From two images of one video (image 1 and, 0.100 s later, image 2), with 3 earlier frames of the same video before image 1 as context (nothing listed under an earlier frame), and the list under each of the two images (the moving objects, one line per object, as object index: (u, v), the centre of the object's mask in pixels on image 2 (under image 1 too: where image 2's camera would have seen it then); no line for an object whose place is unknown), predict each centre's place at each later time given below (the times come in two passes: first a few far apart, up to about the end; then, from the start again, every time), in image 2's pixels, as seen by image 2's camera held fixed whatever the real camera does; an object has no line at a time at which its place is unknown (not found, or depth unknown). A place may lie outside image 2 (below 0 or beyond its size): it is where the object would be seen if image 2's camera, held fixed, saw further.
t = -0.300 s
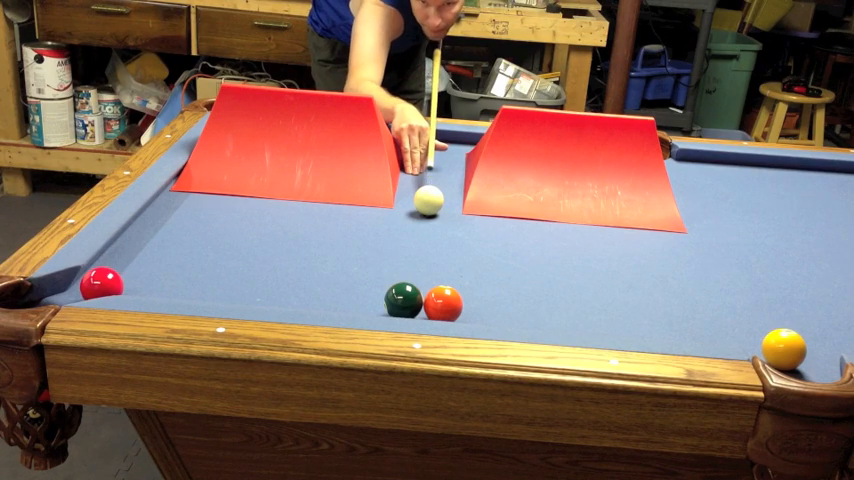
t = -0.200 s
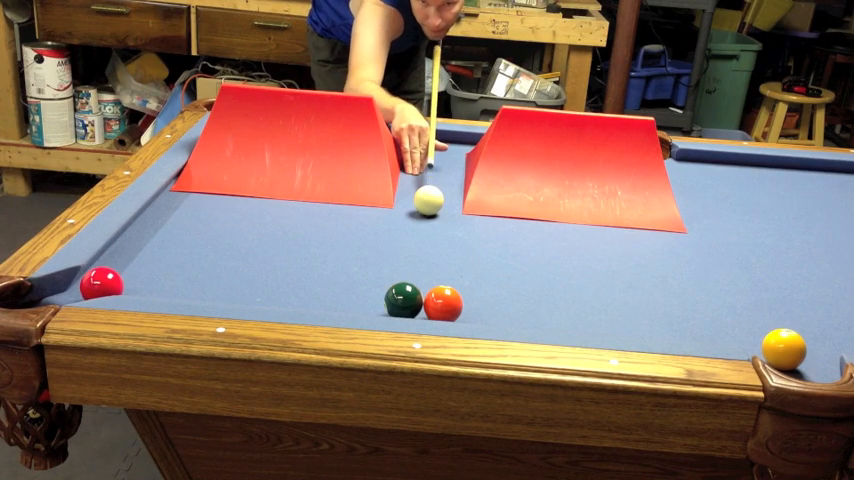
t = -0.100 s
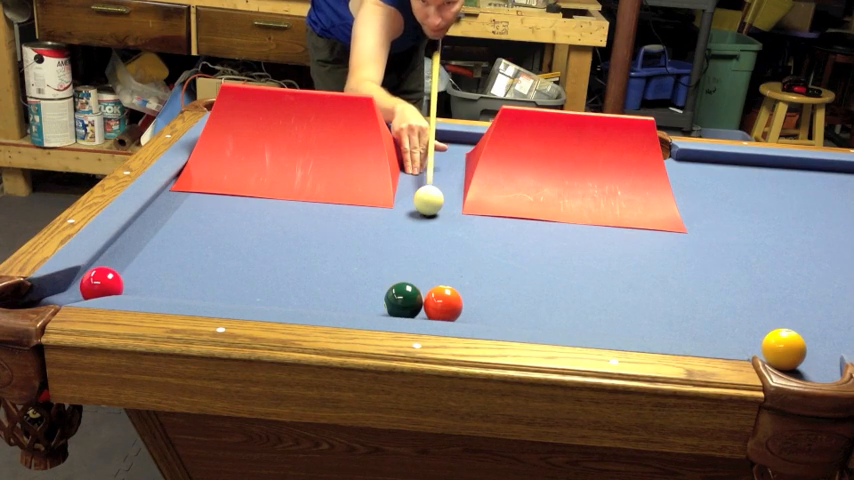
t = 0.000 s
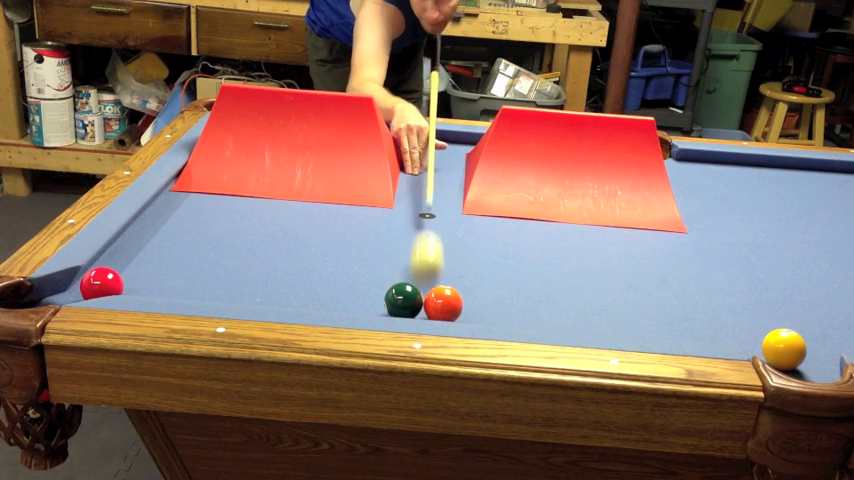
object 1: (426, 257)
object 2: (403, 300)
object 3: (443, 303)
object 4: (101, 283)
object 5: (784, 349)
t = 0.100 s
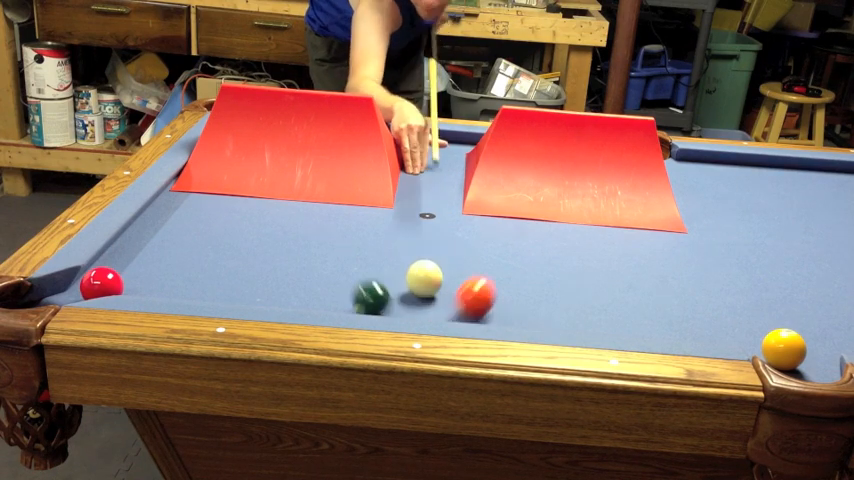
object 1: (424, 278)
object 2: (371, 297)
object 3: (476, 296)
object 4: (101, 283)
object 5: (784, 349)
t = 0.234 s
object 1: (422, 266)
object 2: (346, 264)
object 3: (508, 254)
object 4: (101, 283)
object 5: (784, 349)
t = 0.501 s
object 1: (419, 248)
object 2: (312, 214)
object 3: (546, 189)
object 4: (101, 283)
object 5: (784, 349)
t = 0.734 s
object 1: (417, 235)
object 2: (290, 177)
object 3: (568, 169)
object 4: (101, 283)
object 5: (784, 349)
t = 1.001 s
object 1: (415, 222)
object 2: (264, 168)
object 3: (603, 236)
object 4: (101, 283)
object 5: (784, 349)
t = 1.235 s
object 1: (416, 213)
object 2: (219, 196)
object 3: (655, 274)
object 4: (101, 283)
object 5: (784, 349)
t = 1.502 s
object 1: (416, 204)
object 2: (158, 221)
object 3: (728, 325)
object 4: (101, 283)
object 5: (784, 349)
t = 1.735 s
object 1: (417, 197)
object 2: (138, 247)
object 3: (758, 342)
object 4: (101, 283)
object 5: (810, 367)
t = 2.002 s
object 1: (420, 192)
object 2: (135, 275)
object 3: (796, 348)
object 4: (96, 285)
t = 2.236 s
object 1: (423, 188)
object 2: (155, 283)
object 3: (824, 350)
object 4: (66, 295)
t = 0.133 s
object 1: (423, 275)
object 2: (364, 290)
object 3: (485, 286)
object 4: (101, 283)
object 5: (784, 349)
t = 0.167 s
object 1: (423, 272)
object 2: (358, 280)
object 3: (493, 275)
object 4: (101, 283)
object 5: (784, 349)
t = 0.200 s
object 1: (422, 269)
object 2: (352, 271)
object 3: (501, 263)
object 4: (101, 283)
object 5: (784, 349)
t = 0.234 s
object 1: (422, 266)
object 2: (346, 264)
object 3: (508, 254)
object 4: (101, 283)
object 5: (784, 349)
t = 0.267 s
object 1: (421, 264)
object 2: (341, 256)
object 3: (514, 245)
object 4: (101, 283)
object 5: (784, 349)
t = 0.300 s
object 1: (421, 262)
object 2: (337, 249)
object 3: (519, 238)
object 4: (101, 283)
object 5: (784, 349)
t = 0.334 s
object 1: (420, 259)
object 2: (332, 243)
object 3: (525, 229)
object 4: (101, 283)
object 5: (784, 349)
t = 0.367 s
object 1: (420, 257)
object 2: (328, 237)
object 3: (529, 222)
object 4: (101, 283)
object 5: (784, 349)
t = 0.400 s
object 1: (420, 255)
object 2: (324, 230)
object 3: (533, 215)
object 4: (101, 283)
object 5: (783, 349)
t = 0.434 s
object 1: (419, 252)
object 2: (320, 225)
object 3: (538, 207)
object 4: (101, 283)
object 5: (784, 349)
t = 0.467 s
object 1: (419, 250)
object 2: (316, 219)
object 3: (542, 198)
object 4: (101, 283)
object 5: (784, 349)
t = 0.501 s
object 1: (419, 248)
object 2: (312, 214)
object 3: (546, 189)
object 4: (101, 283)
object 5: (784, 349)
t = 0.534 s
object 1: (418, 246)
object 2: (309, 209)
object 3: (549, 180)
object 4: (101, 283)
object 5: (784, 349)
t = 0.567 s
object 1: (418, 244)
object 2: (305, 203)
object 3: (553, 171)
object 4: (101, 283)
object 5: (784, 349)
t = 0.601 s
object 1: (418, 242)
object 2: (302, 199)
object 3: (556, 165)
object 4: (101, 283)
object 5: (784, 349)
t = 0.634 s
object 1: (418, 240)
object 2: (299, 194)
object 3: (560, 158)
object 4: (101, 283)
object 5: (784, 349)
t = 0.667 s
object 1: (417, 238)
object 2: (296, 188)
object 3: (563, 158)
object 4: (101, 283)
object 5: (784, 349)
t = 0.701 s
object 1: (417, 237)
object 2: (293, 183)
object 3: (566, 158)
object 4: (101, 283)
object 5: (784, 349)
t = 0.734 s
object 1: (417, 235)
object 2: (290, 177)
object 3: (568, 169)
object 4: (101, 283)
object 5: (784, 349)
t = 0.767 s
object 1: (417, 233)
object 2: (288, 170)
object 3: (570, 178)
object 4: (101, 283)
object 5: (784, 349)
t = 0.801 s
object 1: (416, 232)
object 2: (285, 164)
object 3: (573, 191)
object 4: (101, 283)
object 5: (784, 349)
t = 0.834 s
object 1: (416, 230)
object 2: (282, 160)
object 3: (576, 203)
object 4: (101, 283)
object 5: (784, 349)
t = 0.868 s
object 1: (416, 228)
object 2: (279, 158)
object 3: (580, 211)
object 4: (101, 283)
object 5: (784, 349)
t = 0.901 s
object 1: (416, 226)
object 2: (277, 157)
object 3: (585, 218)
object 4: (101, 283)
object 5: (784, 349)
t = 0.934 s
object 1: (415, 225)
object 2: (273, 159)
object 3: (590, 225)
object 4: (101, 283)
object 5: (784, 349)
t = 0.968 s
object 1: (415, 223)
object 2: (268, 162)
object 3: (596, 231)
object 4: (101, 283)
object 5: (784, 349)
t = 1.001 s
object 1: (415, 222)
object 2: (264, 168)
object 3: (603, 236)
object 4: (101, 283)
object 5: (784, 349)
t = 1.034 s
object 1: (415, 220)
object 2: (259, 173)
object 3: (609, 242)
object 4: (101, 283)
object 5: (784, 349)
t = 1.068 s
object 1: (415, 219)
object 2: (253, 179)
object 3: (616, 247)
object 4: (101, 283)
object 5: (784, 349)
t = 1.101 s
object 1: (415, 218)
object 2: (247, 184)
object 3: (623, 252)
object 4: (101, 283)
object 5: (784, 349)
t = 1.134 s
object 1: (415, 216)
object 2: (240, 187)
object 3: (631, 258)
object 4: (101, 283)
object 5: (784, 349)
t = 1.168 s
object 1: (415, 215)
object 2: (233, 191)
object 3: (639, 263)
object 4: (101, 283)
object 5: (784, 349)
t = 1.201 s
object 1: (415, 214)
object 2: (226, 193)
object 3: (647, 269)
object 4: (101, 283)
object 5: (784, 349)
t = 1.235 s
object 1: (416, 213)
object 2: (219, 196)
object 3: (655, 274)
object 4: (101, 283)
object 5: (784, 349)
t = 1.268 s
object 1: (416, 211)
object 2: (212, 199)
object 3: (663, 280)
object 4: (101, 283)
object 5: (784, 349)
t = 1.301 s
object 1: (416, 210)
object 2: (205, 202)
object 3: (672, 287)
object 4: (101, 283)
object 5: (784, 349)
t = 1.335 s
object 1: (416, 209)
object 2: (197, 205)
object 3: (681, 293)
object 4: (101, 283)
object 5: (784, 349)
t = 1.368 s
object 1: (416, 208)
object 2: (189, 208)
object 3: (689, 299)
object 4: (101, 283)
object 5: (784, 349)
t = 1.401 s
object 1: (416, 207)
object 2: (181, 211)
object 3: (699, 306)
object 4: (101, 283)
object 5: (784, 349)
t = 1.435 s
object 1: (416, 206)
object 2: (174, 215)
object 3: (708, 313)
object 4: (101, 283)
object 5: (784, 349)
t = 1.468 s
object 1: (416, 205)
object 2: (166, 218)
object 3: (717, 319)
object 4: (101, 283)
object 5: (784, 349)
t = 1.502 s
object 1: (416, 204)
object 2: (158, 221)
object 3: (728, 325)
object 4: (101, 283)
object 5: (784, 349)
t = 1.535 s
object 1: (416, 203)
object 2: (150, 225)
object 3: (739, 331)
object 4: (101, 283)
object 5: (784, 349)
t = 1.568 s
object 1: (417, 202)
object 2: (142, 229)
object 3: (742, 334)
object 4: (101, 283)
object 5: (791, 351)
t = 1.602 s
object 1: (416, 201)
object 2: (142, 233)
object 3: (742, 336)
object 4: (101, 283)
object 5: (803, 355)
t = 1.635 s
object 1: (417, 200)
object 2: (141, 235)
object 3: (744, 338)
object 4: (101, 283)
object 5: (813, 359)
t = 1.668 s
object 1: (417, 199)
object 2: (140, 240)
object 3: (749, 340)
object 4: (101, 283)
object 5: (818, 362)
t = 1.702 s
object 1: (417, 198)
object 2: (139, 243)
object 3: (753, 341)
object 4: (101, 283)
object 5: (814, 364)
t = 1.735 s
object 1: (417, 197)
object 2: (138, 247)
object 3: (758, 342)
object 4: (101, 283)
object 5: (810, 367)
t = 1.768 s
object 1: (418, 197)
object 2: (137, 251)
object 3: (763, 343)
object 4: (101, 283)
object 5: (806, 371)
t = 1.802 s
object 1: (418, 196)
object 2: (136, 254)
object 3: (767, 344)
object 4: (101, 283)
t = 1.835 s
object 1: (418, 195)
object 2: (135, 258)
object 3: (772, 345)
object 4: (101, 283)
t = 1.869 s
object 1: (418, 195)
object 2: (134, 262)
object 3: (777, 346)
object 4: (101, 283)
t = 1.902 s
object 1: (419, 194)
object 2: (133, 266)
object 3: (781, 347)
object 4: (101, 283)
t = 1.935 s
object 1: (419, 193)
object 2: (133, 270)
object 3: (786, 348)
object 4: (101, 283)
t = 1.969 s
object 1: (420, 192)
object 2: (134, 273)
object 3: (791, 348)
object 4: (100, 283)
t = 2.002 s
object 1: (420, 192)
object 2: (135, 275)
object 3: (796, 348)
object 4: (96, 285)
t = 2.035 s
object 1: (421, 192)
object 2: (138, 276)
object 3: (800, 349)
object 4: (91, 286)
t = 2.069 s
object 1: (421, 191)
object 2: (140, 278)
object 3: (805, 349)
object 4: (88, 288)
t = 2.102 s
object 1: (421, 190)
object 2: (143, 279)
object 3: (809, 349)
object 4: (84, 289)
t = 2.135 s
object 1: (422, 190)
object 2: (146, 280)
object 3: (813, 349)
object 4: (80, 290)
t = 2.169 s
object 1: (422, 189)
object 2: (149, 281)
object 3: (818, 350)
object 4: (76, 292)
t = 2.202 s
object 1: (423, 189)
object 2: (152, 282)
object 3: (821, 349)
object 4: (72, 293)
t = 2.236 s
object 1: (423, 188)
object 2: (155, 283)
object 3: (824, 350)
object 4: (66, 295)
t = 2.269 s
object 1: (423, 188)
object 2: (157, 284)
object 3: (827, 349)
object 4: (60, 298)
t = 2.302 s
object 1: (424, 187)
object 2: (161, 286)
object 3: (830, 348)
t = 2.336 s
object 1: (424, 187)
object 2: (164, 287)
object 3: (831, 348)
